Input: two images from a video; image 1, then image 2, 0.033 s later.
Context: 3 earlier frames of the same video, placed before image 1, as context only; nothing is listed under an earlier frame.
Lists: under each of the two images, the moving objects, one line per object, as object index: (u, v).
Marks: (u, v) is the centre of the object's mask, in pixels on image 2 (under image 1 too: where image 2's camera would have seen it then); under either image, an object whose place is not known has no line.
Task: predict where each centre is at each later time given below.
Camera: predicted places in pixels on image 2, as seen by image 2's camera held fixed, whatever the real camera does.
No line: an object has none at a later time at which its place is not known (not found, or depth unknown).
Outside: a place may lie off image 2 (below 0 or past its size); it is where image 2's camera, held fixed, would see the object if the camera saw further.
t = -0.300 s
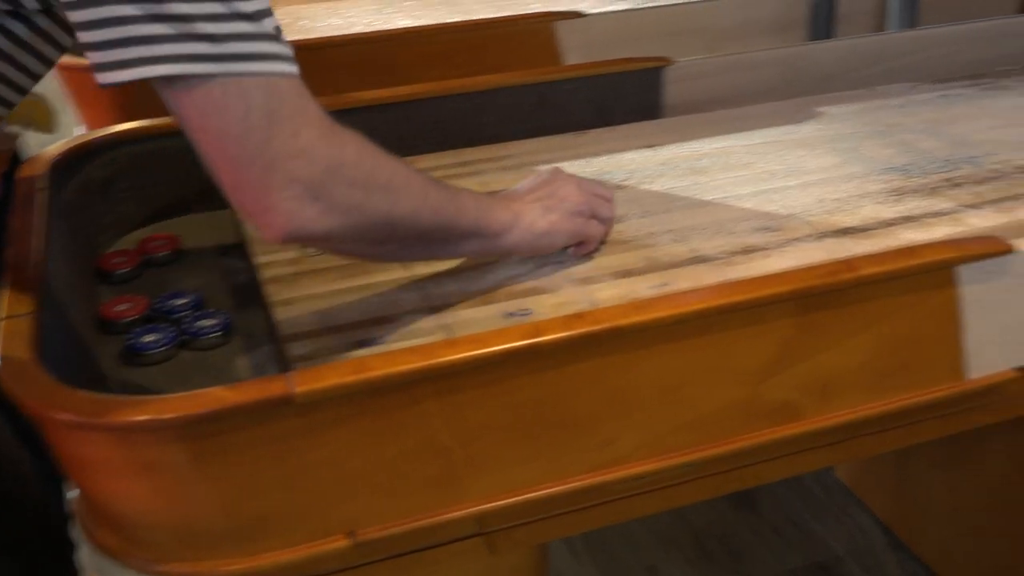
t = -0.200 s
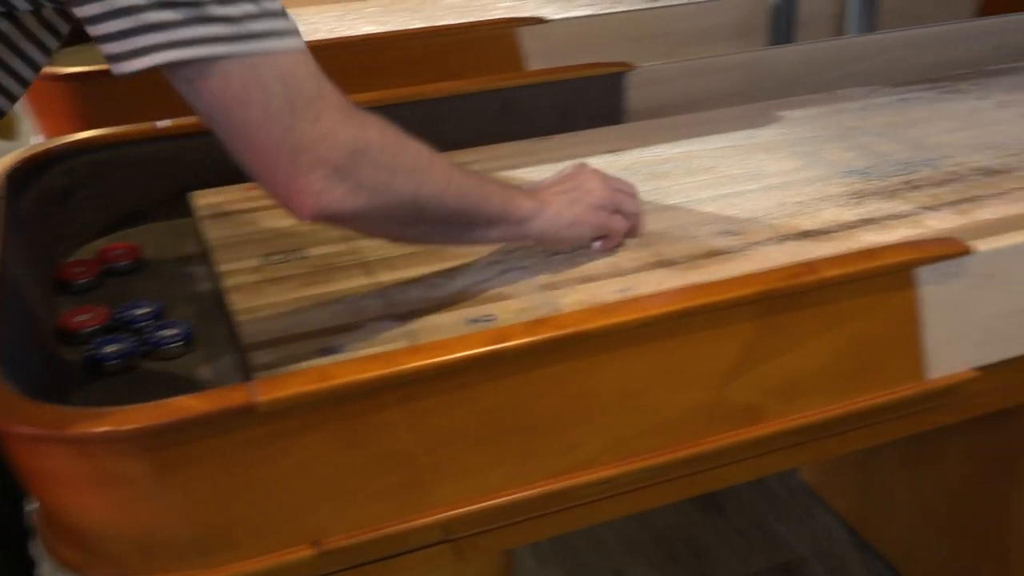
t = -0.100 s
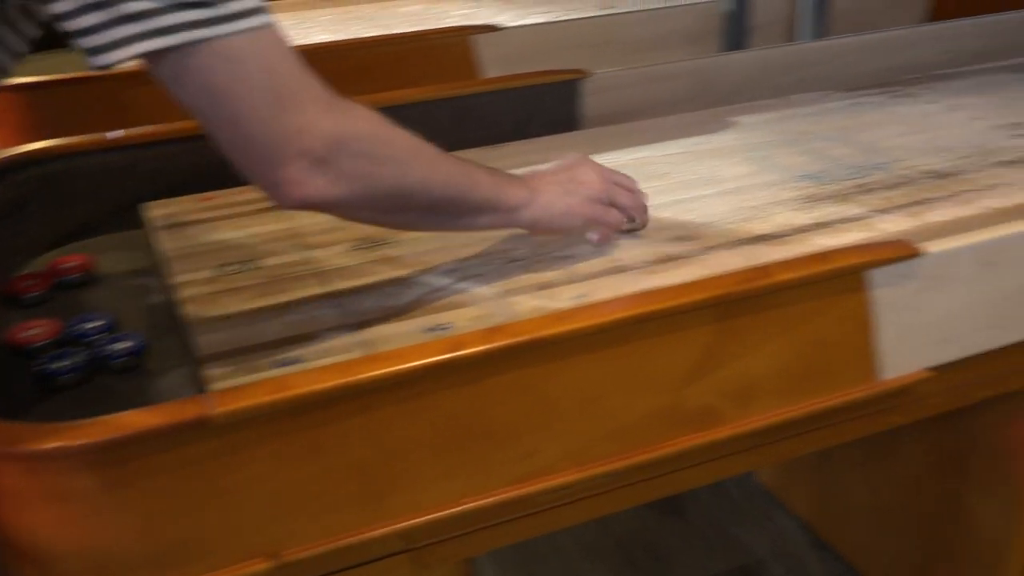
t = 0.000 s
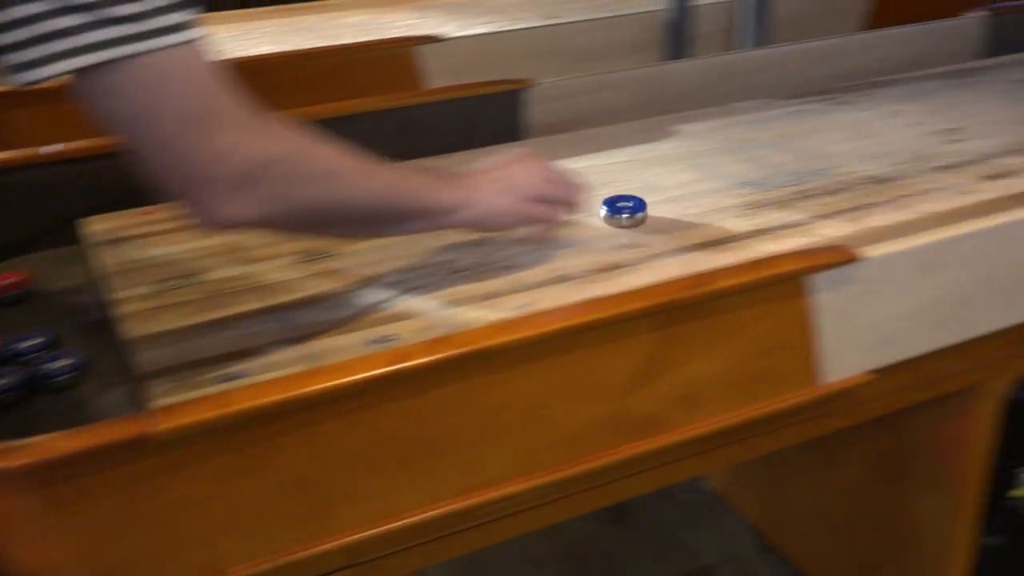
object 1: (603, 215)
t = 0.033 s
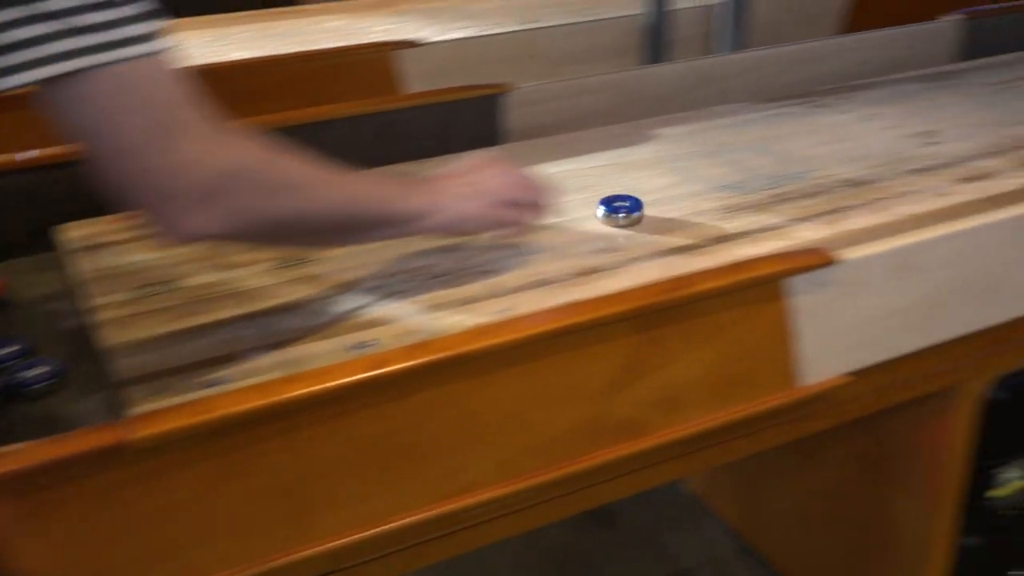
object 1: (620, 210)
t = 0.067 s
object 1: (637, 206)
